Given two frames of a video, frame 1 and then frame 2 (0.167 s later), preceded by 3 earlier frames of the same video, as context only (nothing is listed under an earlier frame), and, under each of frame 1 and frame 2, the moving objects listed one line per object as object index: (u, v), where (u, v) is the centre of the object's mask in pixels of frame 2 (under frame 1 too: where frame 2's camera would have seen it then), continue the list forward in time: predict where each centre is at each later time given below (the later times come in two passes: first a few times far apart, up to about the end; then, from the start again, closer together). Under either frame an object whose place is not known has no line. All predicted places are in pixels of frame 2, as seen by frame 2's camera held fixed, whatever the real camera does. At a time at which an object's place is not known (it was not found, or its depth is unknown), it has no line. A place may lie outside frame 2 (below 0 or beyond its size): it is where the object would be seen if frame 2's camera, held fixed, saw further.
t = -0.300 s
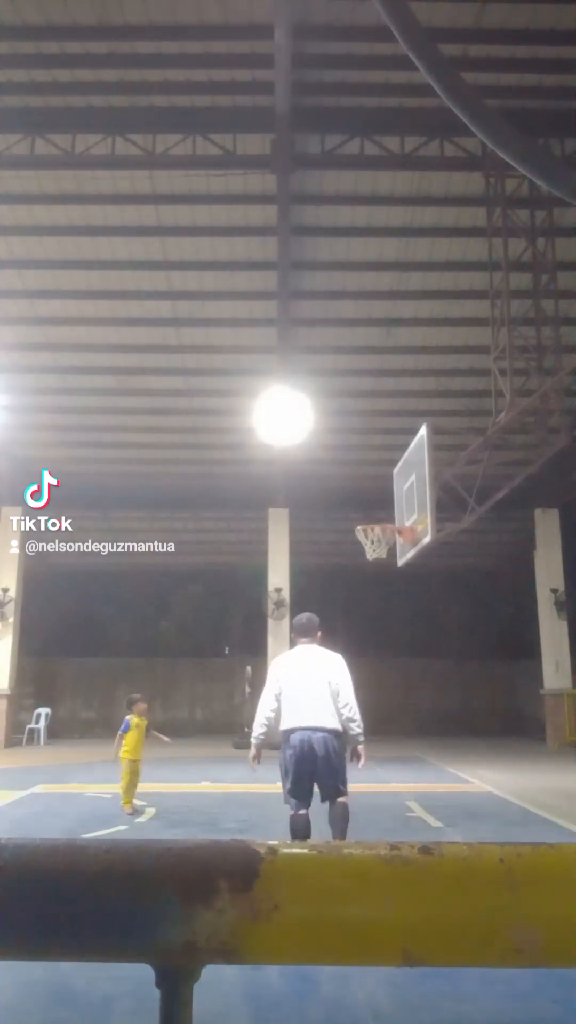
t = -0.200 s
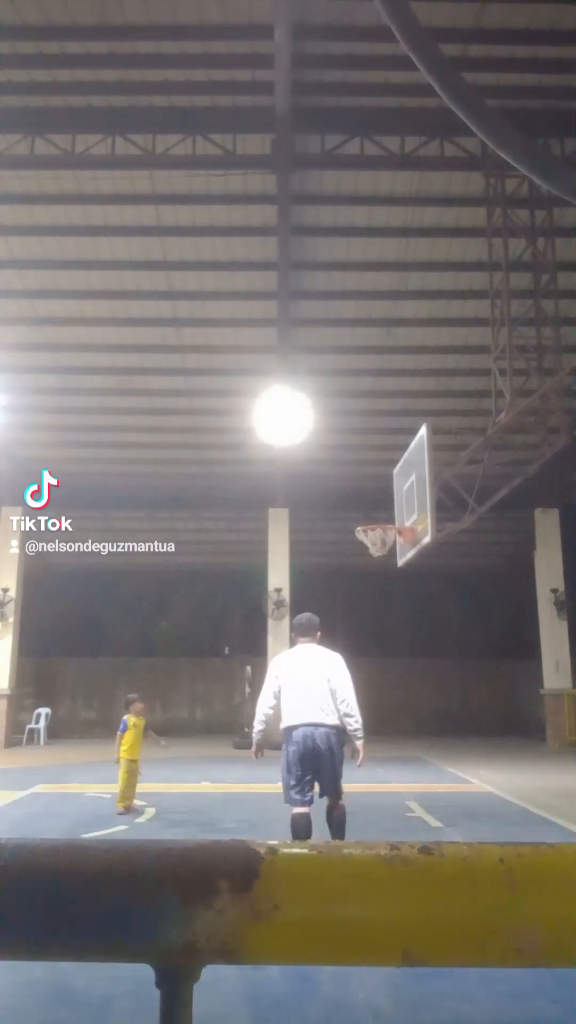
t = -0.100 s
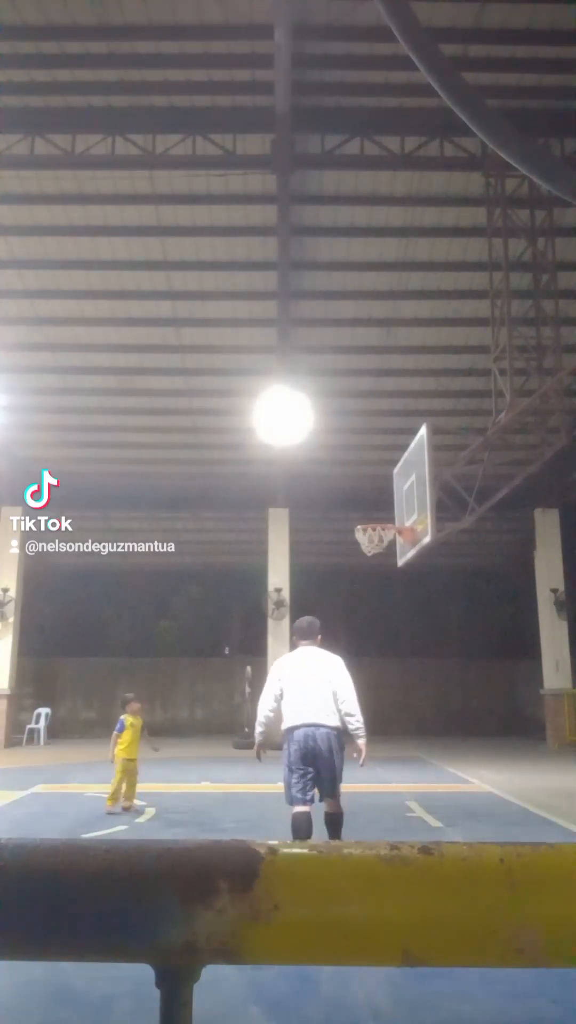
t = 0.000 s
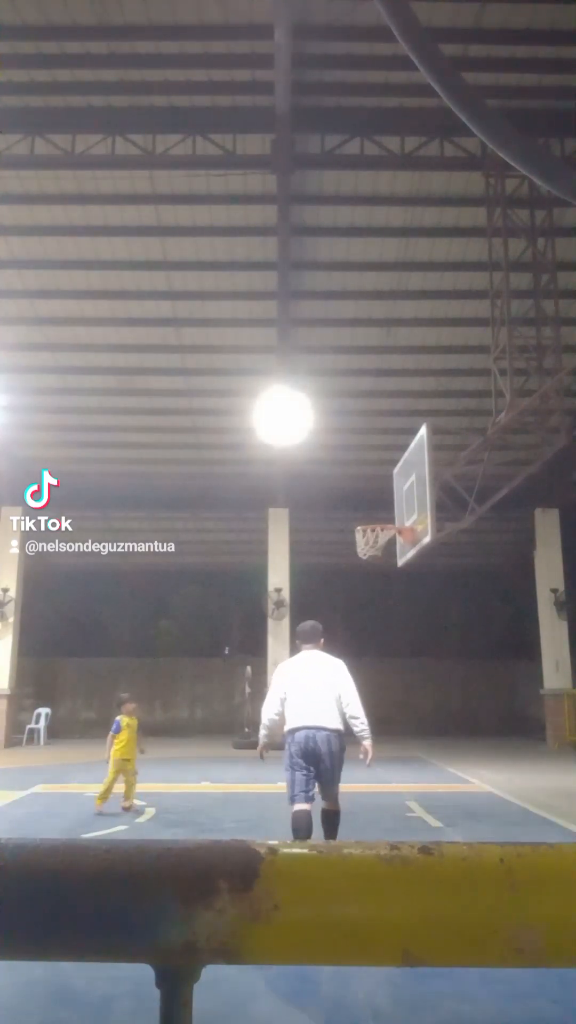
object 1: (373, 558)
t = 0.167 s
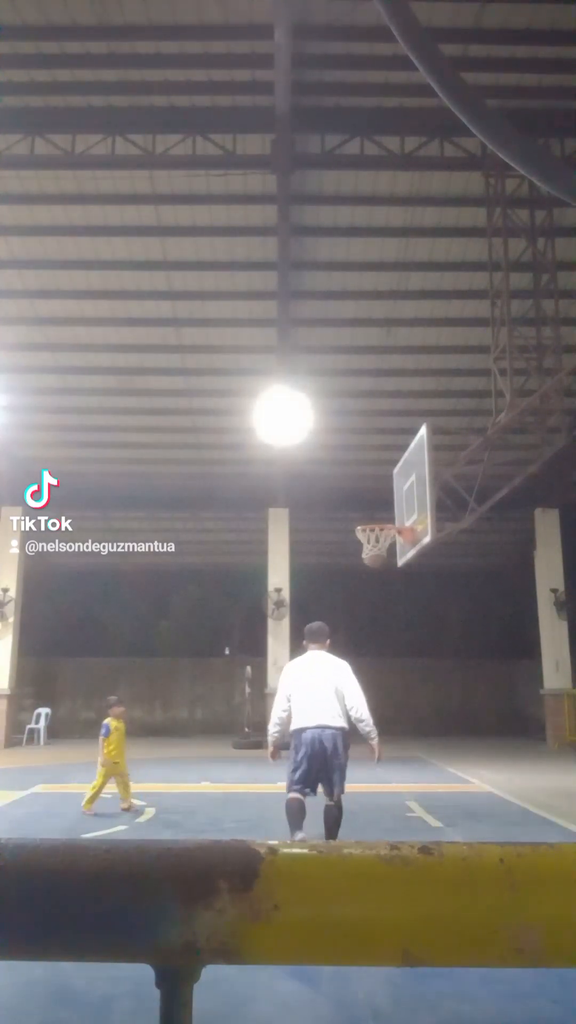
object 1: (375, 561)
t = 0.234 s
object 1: (378, 563)
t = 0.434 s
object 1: (386, 594)
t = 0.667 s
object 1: (397, 680)
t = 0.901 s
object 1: (413, 791)
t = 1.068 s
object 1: (418, 710)
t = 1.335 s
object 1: (429, 644)
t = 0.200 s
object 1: (376, 562)
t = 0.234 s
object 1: (378, 563)
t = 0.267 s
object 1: (379, 565)
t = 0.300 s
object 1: (380, 568)
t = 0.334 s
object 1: (381, 573)
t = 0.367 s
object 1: (383, 579)
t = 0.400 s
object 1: (385, 586)
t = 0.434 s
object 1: (386, 594)
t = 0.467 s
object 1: (387, 604)
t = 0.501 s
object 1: (389, 614)
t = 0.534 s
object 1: (391, 625)
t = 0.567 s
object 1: (393, 638)
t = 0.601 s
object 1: (394, 650)
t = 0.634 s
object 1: (396, 665)
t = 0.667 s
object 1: (397, 680)
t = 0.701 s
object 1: (400, 697)
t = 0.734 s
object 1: (402, 716)
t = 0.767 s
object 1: (403, 731)
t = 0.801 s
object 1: (407, 751)
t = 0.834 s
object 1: (410, 773)
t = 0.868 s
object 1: (412, 800)
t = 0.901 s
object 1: (413, 791)
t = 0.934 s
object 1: (414, 767)
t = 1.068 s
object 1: (418, 710)
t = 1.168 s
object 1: (422, 677)
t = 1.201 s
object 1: (422, 668)
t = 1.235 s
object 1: (424, 660)
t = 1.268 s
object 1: (426, 654)
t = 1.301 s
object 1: (427, 648)
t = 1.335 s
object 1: (429, 644)
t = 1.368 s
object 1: (431, 640)
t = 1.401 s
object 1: (432, 638)
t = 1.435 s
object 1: (434, 636)
